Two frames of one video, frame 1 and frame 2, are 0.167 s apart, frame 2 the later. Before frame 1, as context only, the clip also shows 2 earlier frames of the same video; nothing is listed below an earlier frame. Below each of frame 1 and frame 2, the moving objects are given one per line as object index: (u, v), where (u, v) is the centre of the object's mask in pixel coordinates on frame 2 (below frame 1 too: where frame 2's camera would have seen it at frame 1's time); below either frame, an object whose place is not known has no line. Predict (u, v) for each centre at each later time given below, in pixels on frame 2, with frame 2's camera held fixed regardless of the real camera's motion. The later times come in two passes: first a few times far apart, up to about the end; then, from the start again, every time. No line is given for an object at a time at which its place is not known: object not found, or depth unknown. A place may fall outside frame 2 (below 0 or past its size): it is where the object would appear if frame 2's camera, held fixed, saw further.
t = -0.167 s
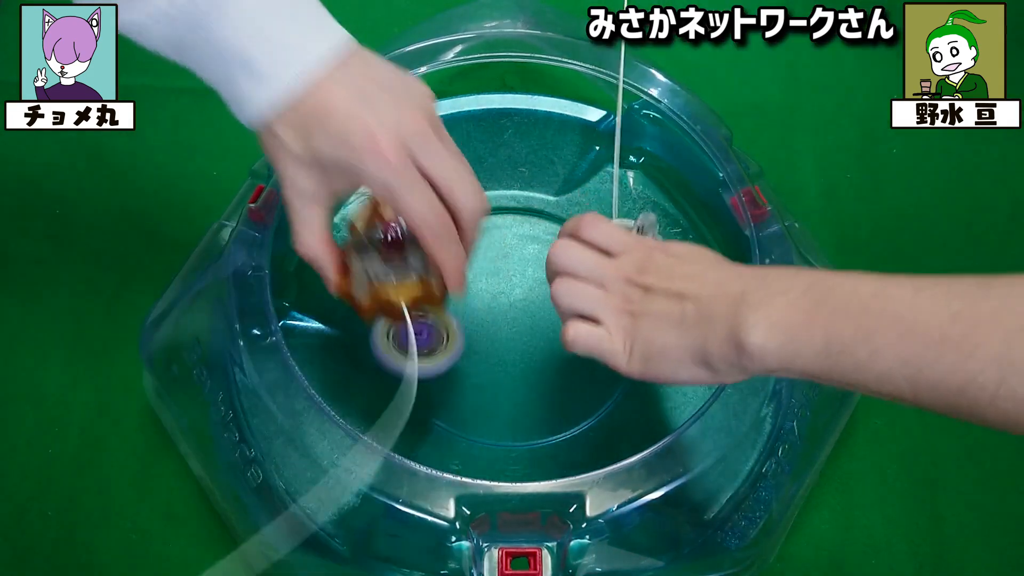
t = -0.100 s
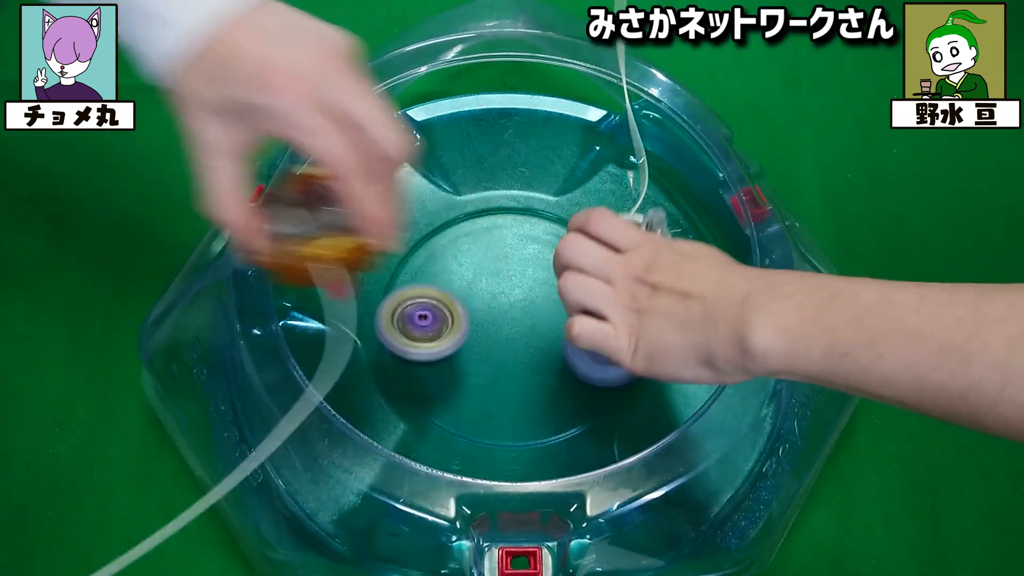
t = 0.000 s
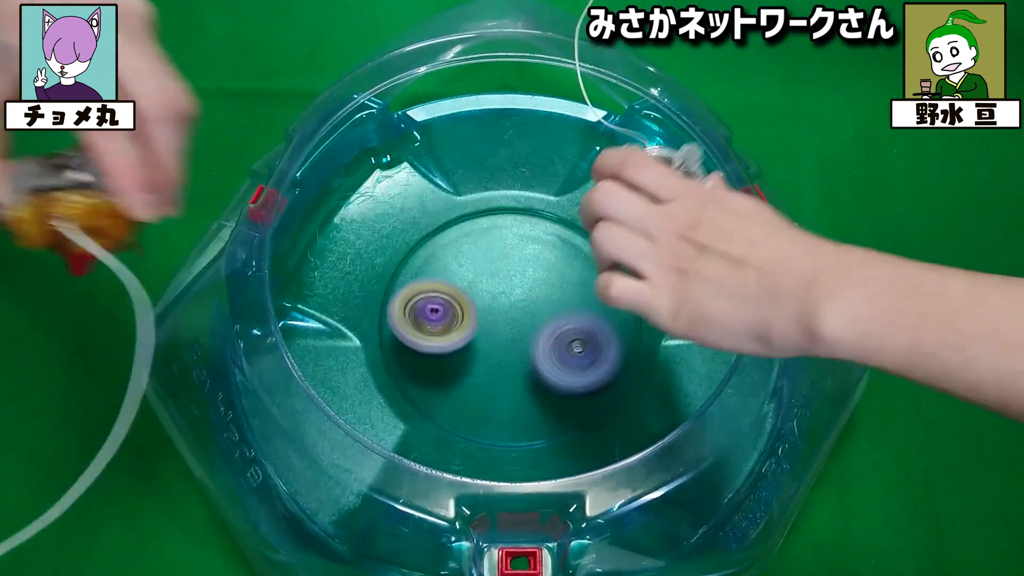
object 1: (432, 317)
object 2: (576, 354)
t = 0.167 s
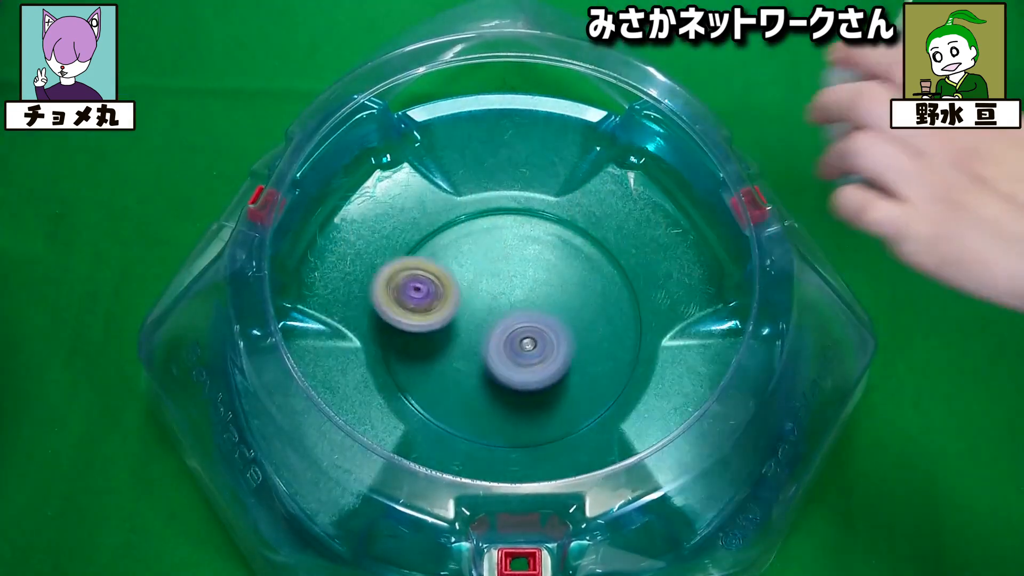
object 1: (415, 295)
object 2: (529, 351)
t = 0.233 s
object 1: (380, 284)
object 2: (543, 344)
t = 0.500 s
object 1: (282, 338)
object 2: (590, 317)
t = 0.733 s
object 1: (239, 344)
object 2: (568, 358)
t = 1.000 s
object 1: (243, 343)
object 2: (477, 296)
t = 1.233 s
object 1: (289, 341)
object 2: (504, 206)
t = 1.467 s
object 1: (354, 344)
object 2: (598, 264)
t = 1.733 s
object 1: (447, 356)
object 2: (623, 418)
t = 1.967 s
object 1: (384, 308)
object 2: (740, 457)
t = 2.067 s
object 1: (403, 323)
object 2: (728, 436)
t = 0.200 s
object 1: (396, 289)
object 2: (536, 348)
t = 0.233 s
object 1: (380, 284)
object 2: (543, 344)
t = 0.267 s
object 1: (368, 285)
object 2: (552, 339)
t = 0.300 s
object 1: (355, 287)
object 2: (560, 332)
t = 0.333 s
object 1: (342, 290)
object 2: (567, 326)
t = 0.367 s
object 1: (329, 295)
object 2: (574, 322)
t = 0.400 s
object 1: (318, 302)
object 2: (579, 320)
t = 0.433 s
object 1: (307, 314)
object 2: (584, 317)
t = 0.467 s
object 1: (296, 328)
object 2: (588, 316)
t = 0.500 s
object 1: (282, 338)
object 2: (590, 317)
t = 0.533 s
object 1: (269, 343)
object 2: (592, 319)
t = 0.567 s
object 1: (261, 342)
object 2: (593, 324)
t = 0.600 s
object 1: (253, 340)
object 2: (593, 329)
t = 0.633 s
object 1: (249, 344)
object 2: (591, 336)
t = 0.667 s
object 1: (240, 345)
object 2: (586, 344)
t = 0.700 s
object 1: (239, 343)
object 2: (579, 351)
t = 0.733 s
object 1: (239, 344)
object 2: (568, 358)
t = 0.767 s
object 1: (239, 344)
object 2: (555, 361)
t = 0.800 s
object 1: (238, 342)
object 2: (542, 361)
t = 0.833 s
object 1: (238, 343)
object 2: (528, 359)
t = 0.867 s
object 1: (238, 344)
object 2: (514, 352)
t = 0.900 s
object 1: (239, 345)
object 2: (501, 340)
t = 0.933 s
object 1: (239, 345)
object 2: (492, 329)
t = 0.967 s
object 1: (241, 344)
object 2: (484, 312)
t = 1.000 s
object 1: (243, 343)
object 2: (477, 296)
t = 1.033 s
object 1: (253, 341)
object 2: (474, 280)
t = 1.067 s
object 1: (258, 341)
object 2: (473, 262)
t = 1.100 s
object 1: (263, 341)
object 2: (476, 246)
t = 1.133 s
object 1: (268, 341)
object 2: (479, 233)
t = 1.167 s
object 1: (275, 341)
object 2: (485, 221)
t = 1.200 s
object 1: (283, 340)
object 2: (494, 212)
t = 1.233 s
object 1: (289, 341)
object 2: (504, 206)
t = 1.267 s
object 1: (298, 341)
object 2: (515, 203)
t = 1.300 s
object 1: (307, 341)
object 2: (527, 207)
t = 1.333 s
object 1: (315, 341)
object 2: (540, 213)
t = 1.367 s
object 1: (327, 341)
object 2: (555, 223)
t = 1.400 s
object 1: (334, 342)
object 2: (570, 234)
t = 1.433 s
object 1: (343, 343)
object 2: (585, 247)
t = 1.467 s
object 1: (354, 344)
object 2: (598, 264)
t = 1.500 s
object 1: (366, 344)
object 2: (612, 283)
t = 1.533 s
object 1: (382, 348)
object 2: (621, 305)
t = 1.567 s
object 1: (402, 355)
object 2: (627, 329)
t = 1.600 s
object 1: (425, 364)
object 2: (624, 354)
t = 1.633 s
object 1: (451, 374)
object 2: (614, 377)
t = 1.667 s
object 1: (480, 379)
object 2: (594, 398)
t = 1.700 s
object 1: (479, 370)
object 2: (596, 414)
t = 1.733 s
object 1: (447, 356)
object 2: (623, 418)
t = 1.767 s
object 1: (422, 340)
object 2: (651, 433)
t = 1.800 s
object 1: (402, 327)
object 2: (677, 446)
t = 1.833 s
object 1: (388, 318)
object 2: (700, 456)
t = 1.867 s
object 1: (383, 311)
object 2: (718, 461)
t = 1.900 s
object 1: (381, 307)
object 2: (733, 463)
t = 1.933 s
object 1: (382, 306)
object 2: (743, 462)
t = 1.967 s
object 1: (384, 308)
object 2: (740, 457)
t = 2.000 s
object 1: (388, 312)
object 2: (737, 450)
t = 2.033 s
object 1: (396, 318)
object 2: (734, 443)
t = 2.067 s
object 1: (403, 323)
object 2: (728, 436)
